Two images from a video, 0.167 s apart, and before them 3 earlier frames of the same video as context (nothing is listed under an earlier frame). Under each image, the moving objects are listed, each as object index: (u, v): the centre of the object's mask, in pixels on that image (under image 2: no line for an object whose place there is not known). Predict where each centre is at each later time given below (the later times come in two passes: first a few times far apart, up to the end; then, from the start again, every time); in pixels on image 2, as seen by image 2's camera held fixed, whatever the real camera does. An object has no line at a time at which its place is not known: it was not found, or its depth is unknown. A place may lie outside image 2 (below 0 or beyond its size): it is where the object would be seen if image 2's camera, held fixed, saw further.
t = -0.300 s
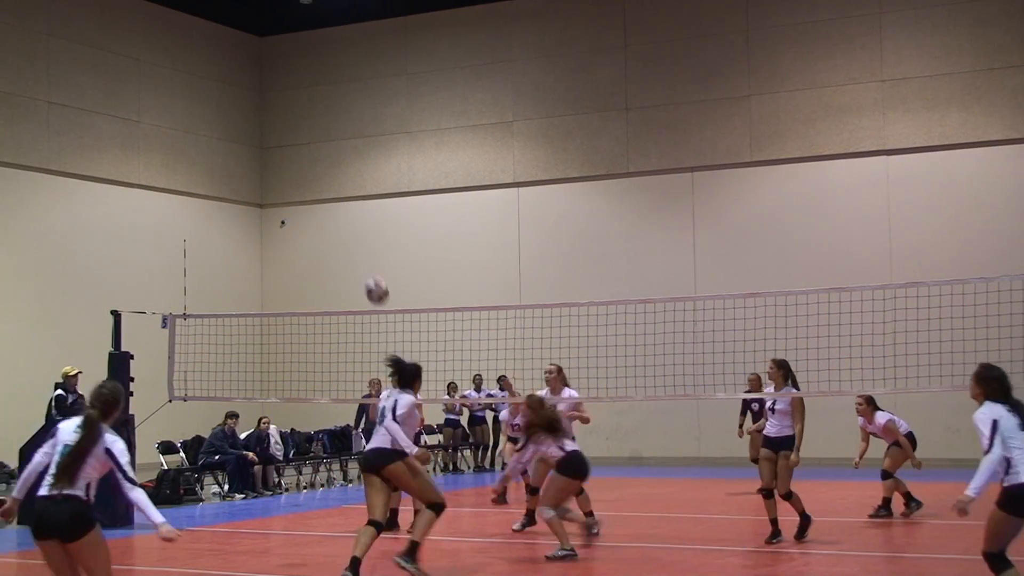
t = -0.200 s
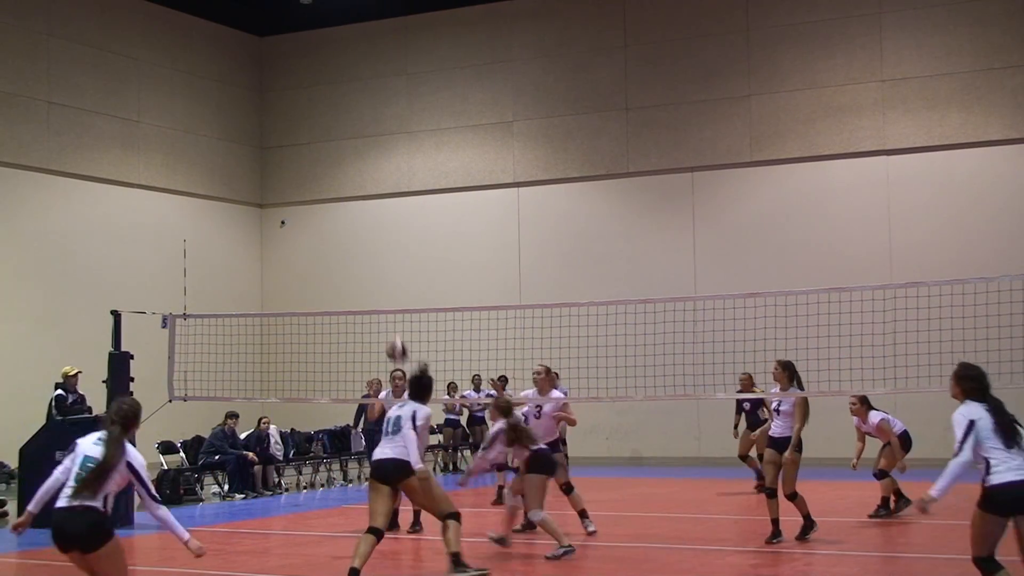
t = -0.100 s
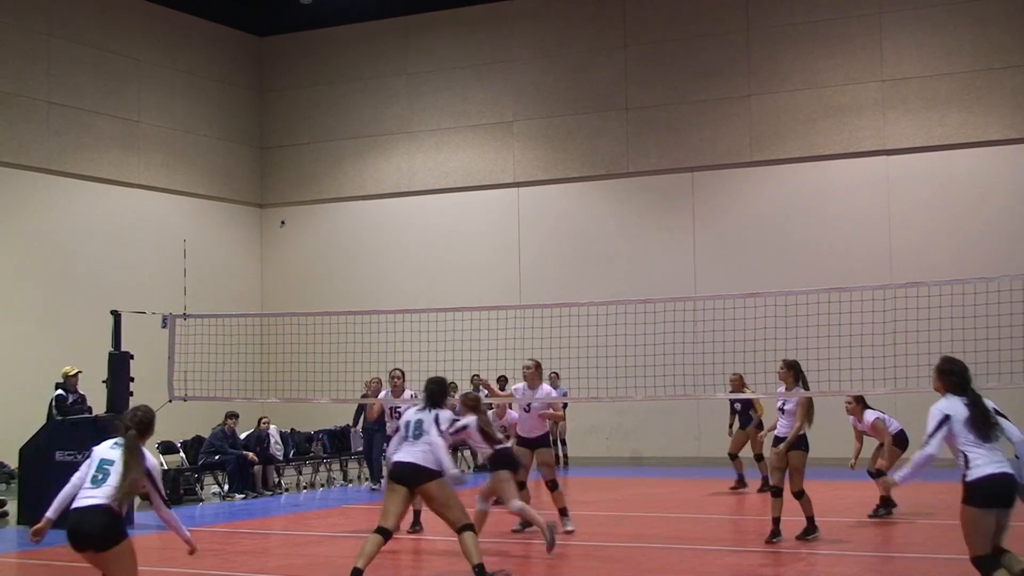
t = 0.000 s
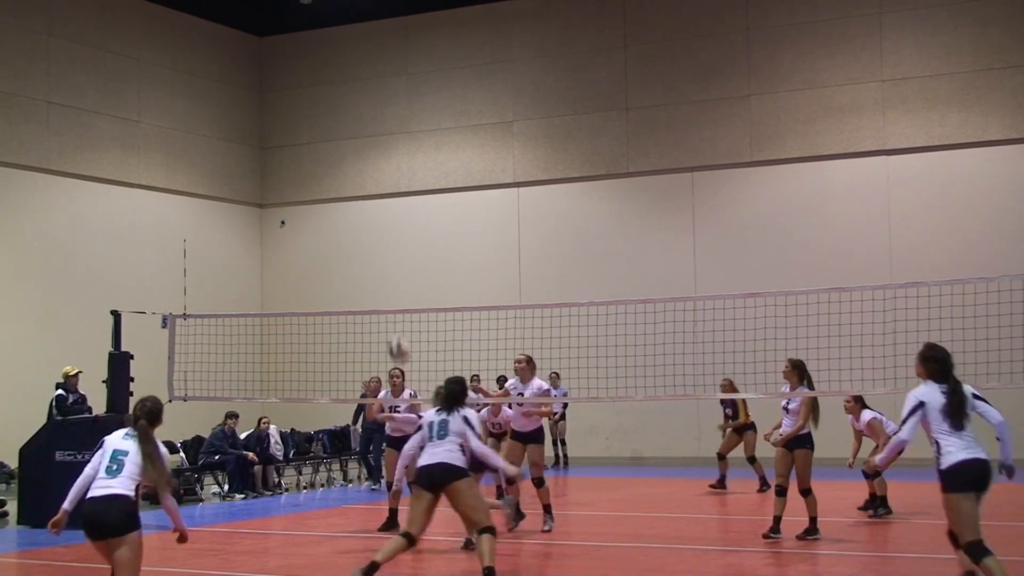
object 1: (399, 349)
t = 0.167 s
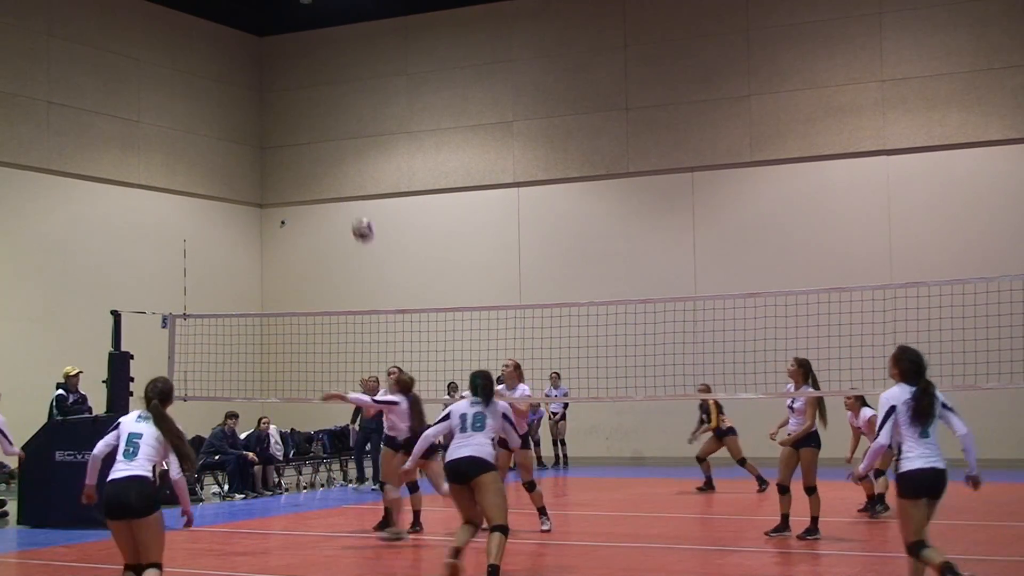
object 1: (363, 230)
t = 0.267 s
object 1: (343, 174)
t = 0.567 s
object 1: (286, 67)
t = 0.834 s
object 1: (239, 49)
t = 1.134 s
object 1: (188, 111)
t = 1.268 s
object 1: (166, 166)
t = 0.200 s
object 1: (356, 211)
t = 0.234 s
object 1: (349, 190)
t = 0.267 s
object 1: (343, 174)
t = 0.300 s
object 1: (337, 158)
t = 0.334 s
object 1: (330, 142)
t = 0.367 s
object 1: (325, 127)
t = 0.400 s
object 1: (318, 114)
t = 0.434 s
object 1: (311, 103)
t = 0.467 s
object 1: (304, 92)
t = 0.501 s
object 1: (298, 82)
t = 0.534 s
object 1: (292, 74)
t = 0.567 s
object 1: (286, 67)
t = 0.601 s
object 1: (280, 60)
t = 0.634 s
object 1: (274, 56)
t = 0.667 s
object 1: (268, 53)
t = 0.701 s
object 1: (262, 49)
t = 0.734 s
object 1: (256, 47)
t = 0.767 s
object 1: (251, 46)
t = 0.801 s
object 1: (245, 47)
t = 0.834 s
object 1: (239, 49)
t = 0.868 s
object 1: (233, 51)
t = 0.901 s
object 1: (228, 55)
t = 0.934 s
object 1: (222, 59)
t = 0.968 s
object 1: (216, 65)
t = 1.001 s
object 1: (211, 71)
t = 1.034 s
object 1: (205, 80)
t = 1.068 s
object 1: (199, 89)
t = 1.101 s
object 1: (193, 99)
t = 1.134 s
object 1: (188, 111)
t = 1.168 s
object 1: (183, 122)
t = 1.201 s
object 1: (177, 135)
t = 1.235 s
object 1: (171, 150)
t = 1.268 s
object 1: (166, 166)
